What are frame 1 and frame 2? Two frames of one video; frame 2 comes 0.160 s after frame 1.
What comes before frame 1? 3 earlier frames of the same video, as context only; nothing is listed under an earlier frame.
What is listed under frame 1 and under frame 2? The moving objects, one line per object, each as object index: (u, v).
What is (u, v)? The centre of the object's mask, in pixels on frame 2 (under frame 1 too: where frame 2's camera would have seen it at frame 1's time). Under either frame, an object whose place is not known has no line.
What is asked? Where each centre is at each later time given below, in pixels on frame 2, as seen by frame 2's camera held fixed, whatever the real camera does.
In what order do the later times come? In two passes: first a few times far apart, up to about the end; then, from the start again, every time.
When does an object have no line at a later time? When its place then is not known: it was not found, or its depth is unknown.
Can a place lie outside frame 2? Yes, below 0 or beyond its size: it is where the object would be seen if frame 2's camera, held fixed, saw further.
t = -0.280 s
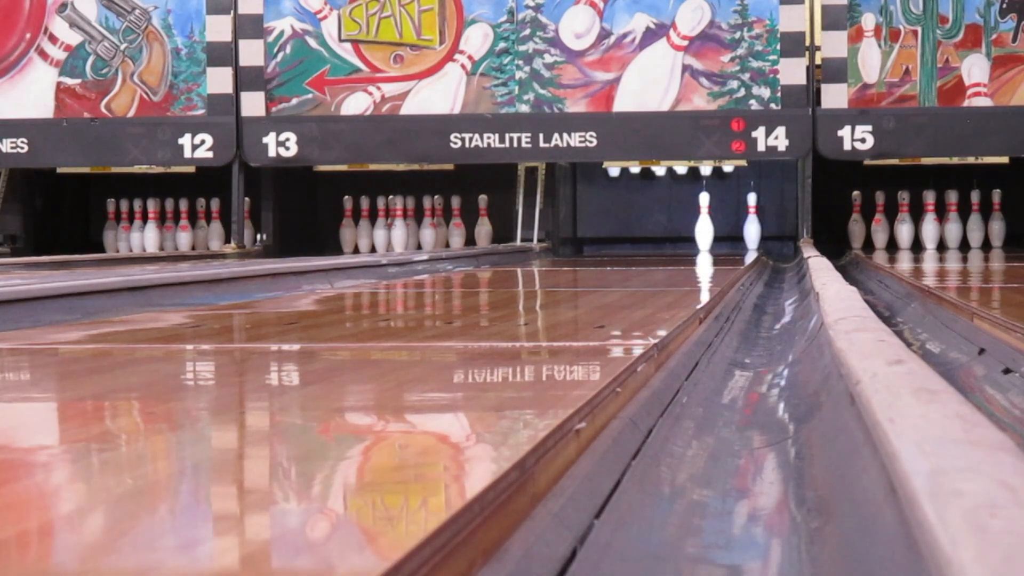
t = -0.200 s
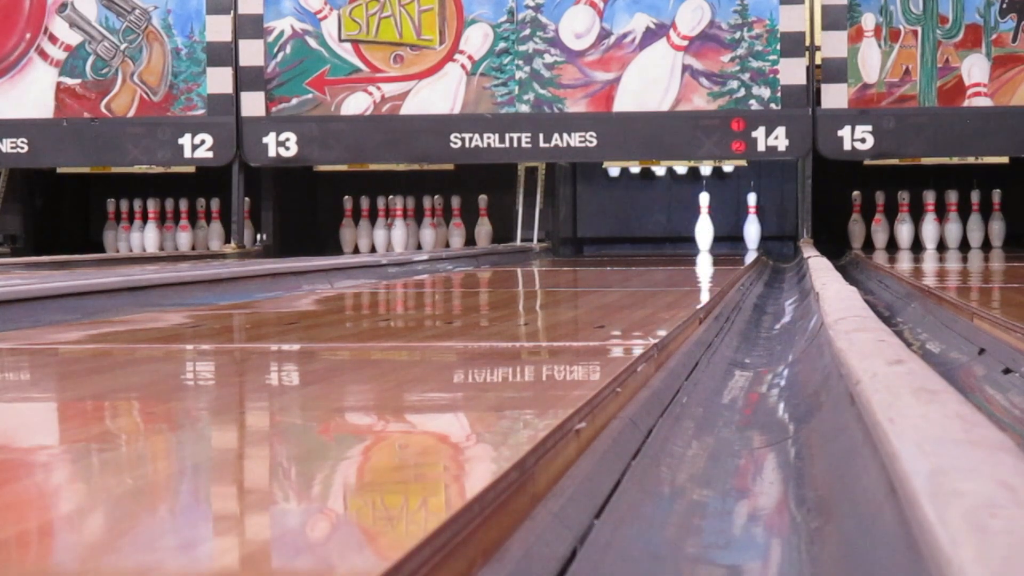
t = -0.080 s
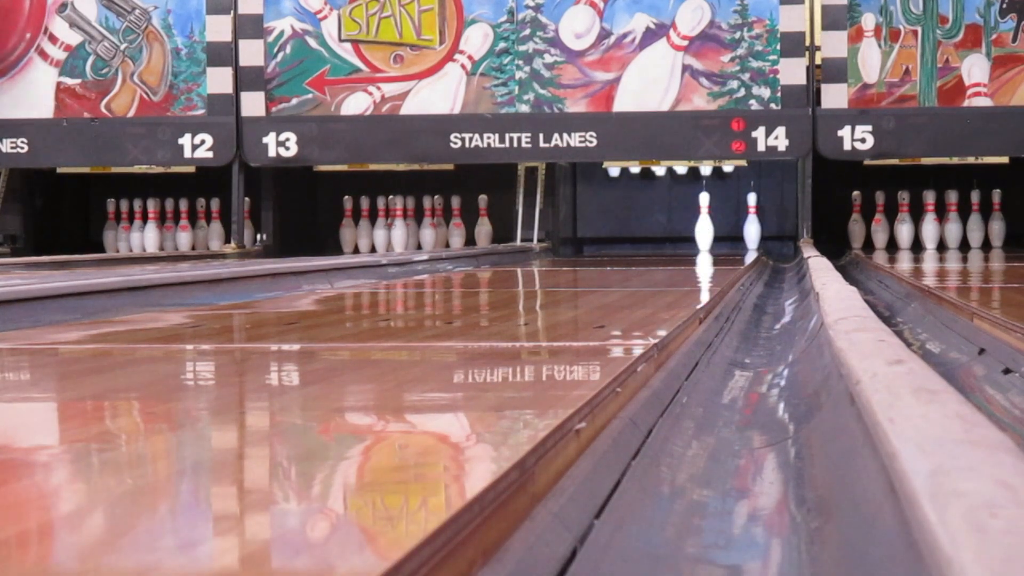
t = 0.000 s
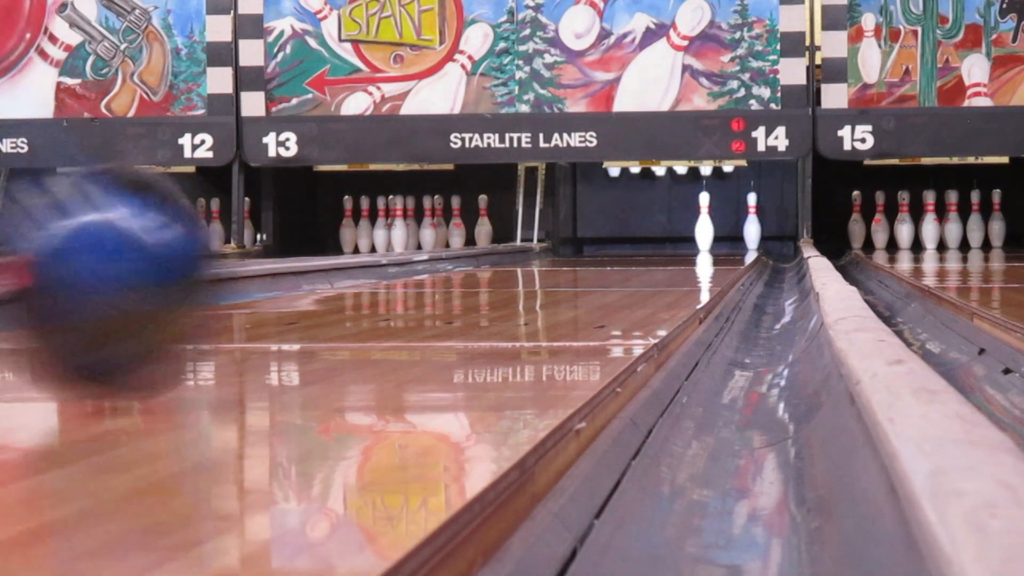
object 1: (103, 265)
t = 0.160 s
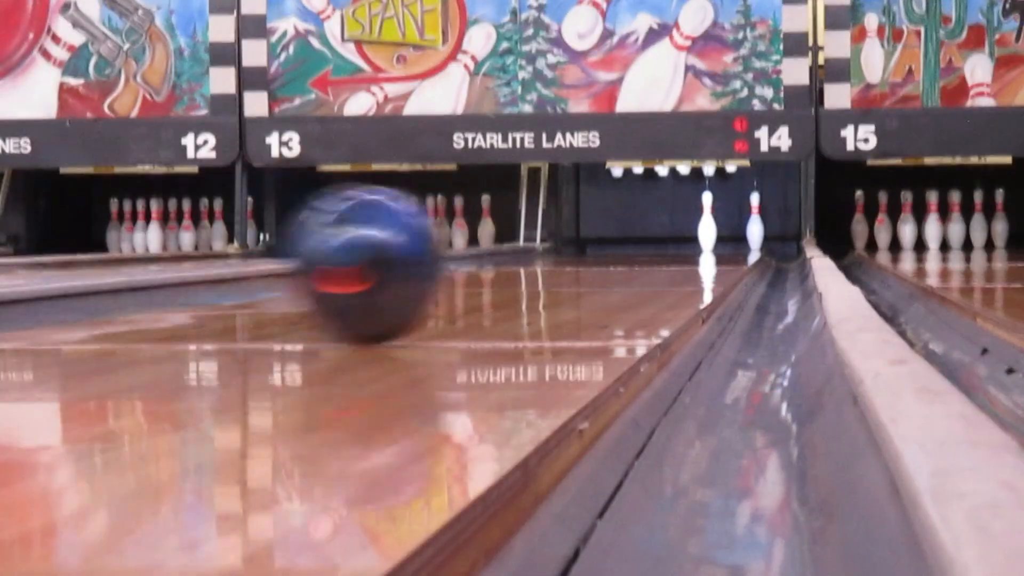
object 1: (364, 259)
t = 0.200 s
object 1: (405, 258)
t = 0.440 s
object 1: (553, 250)
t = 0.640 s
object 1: (615, 245)
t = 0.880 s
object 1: (664, 240)
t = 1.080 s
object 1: (691, 239)
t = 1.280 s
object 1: (711, 238)
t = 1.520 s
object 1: (729, 236)
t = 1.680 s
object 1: (737, 236)
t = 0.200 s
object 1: (405, 258)
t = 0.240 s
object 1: (442, 258)
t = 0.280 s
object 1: (470, 256)
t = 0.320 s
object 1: (493, 255)
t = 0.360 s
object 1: (516, 253)
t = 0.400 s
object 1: (535, 252)
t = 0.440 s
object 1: (553, 250)
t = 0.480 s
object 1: (569, 250)
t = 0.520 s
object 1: (581, 248)
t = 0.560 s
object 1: (594, 247)
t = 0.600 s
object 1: (605, 246)
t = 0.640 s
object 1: (615, 245)
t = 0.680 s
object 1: (625, 245)
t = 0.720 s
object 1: (634, 243)
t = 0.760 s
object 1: (643, 242)
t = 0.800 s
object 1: (650, 242)
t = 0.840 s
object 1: (658, 241)
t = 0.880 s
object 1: (664, 240)
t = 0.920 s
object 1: (669, 240)
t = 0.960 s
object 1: (675, 239)
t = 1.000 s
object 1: (681, 239)
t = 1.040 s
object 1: (686, 239)
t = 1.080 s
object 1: (691, 239)
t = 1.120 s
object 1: (695, 238)
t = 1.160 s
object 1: (699, 238)
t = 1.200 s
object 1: (704, 238)
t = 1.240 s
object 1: (708, 238)
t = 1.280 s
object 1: (711, 238)
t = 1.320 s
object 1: (714, 237)
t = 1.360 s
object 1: (718, 236)
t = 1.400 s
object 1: (720, 237)
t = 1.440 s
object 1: (722, 236)
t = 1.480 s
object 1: (726, 236)
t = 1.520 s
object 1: (729, 236)
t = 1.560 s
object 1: (731, 236)
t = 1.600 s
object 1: (734, 235)
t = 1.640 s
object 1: (736, 236)
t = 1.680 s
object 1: (737, 236)
